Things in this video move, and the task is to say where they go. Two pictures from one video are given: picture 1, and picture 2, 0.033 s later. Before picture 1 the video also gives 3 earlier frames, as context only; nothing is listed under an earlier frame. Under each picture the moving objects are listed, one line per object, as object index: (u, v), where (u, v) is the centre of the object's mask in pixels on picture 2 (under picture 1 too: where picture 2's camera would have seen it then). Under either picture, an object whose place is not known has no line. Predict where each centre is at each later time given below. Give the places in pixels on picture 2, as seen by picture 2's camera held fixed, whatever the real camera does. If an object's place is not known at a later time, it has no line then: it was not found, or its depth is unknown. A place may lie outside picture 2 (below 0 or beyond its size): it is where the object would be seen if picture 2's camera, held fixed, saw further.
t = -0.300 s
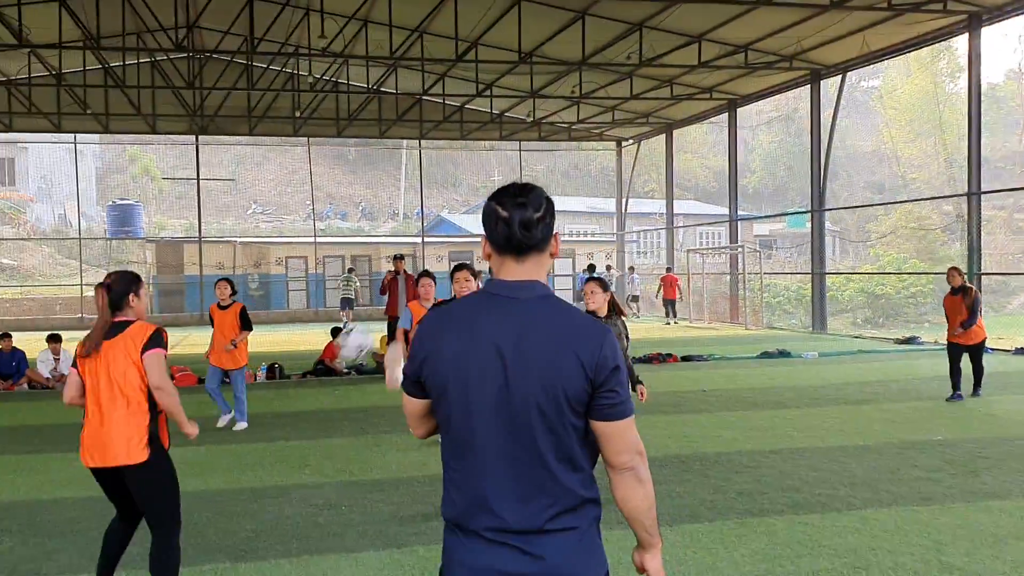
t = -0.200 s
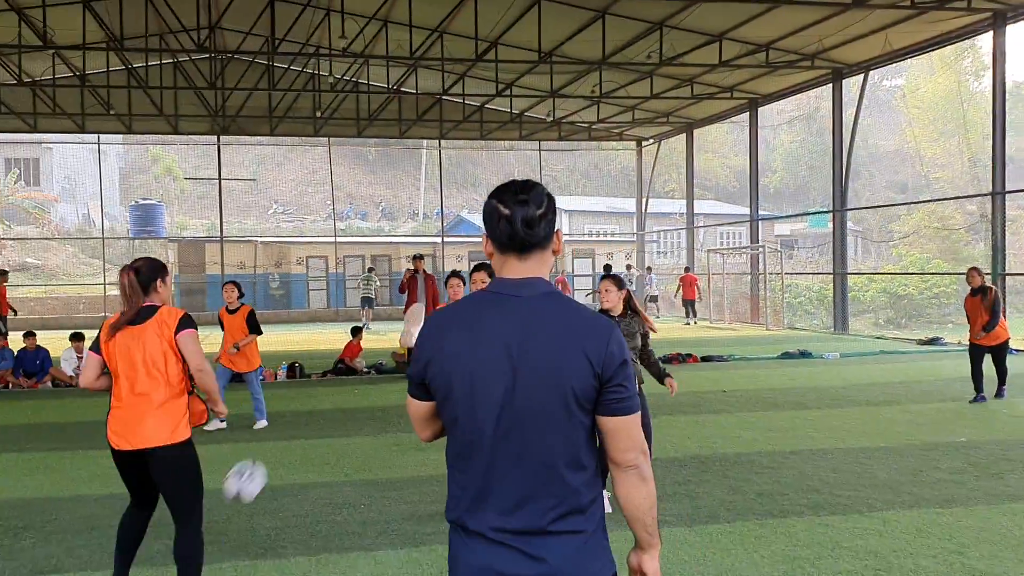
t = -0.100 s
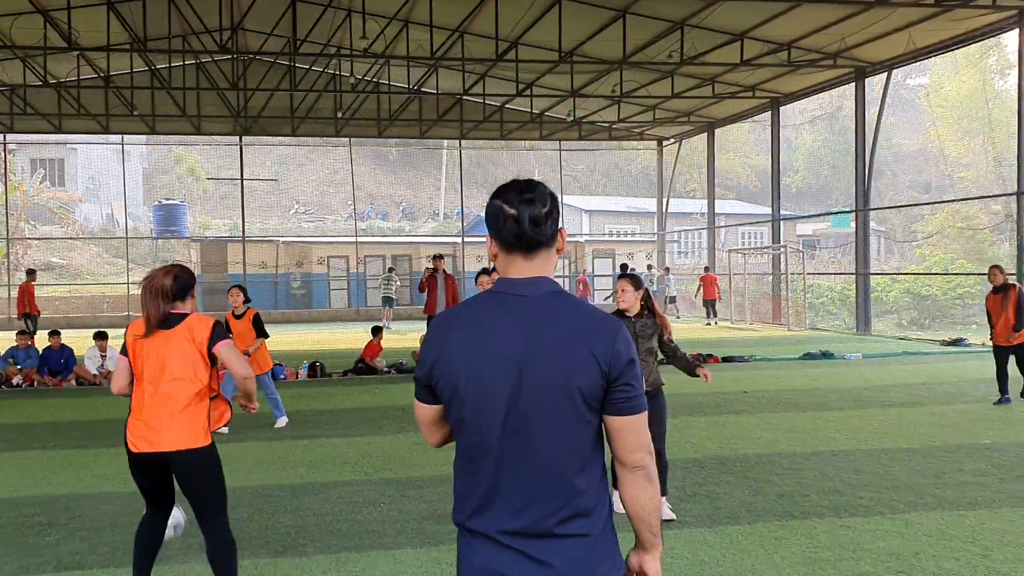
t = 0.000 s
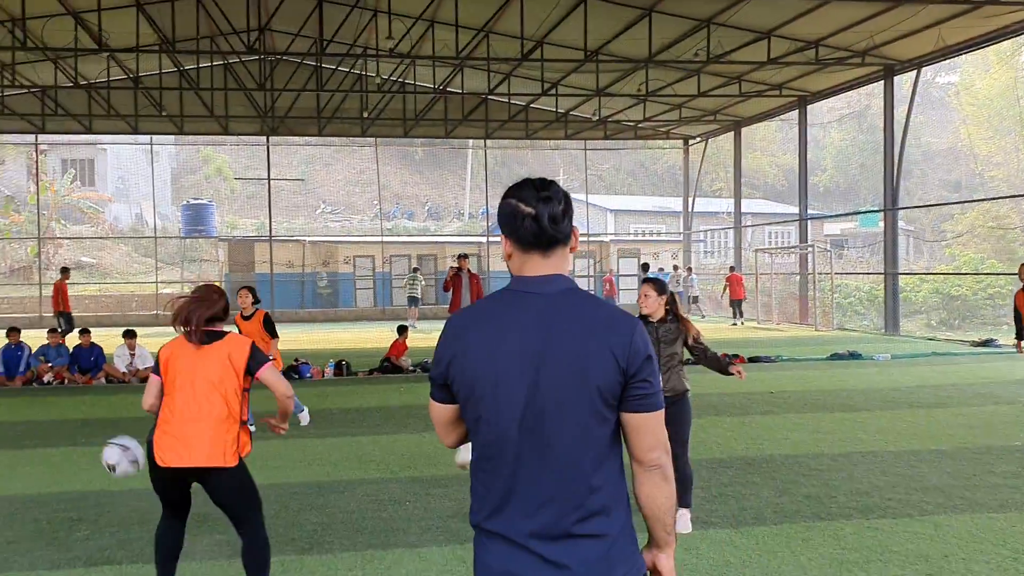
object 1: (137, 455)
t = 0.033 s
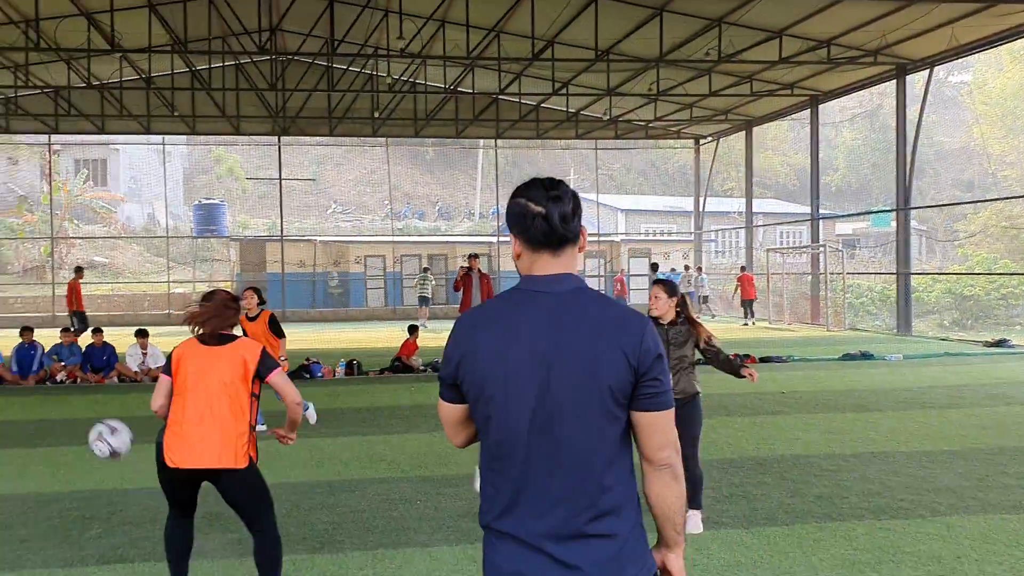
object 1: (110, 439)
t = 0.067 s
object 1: (86, 427)
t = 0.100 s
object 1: (64, 415)
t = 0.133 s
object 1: (42, 403)
